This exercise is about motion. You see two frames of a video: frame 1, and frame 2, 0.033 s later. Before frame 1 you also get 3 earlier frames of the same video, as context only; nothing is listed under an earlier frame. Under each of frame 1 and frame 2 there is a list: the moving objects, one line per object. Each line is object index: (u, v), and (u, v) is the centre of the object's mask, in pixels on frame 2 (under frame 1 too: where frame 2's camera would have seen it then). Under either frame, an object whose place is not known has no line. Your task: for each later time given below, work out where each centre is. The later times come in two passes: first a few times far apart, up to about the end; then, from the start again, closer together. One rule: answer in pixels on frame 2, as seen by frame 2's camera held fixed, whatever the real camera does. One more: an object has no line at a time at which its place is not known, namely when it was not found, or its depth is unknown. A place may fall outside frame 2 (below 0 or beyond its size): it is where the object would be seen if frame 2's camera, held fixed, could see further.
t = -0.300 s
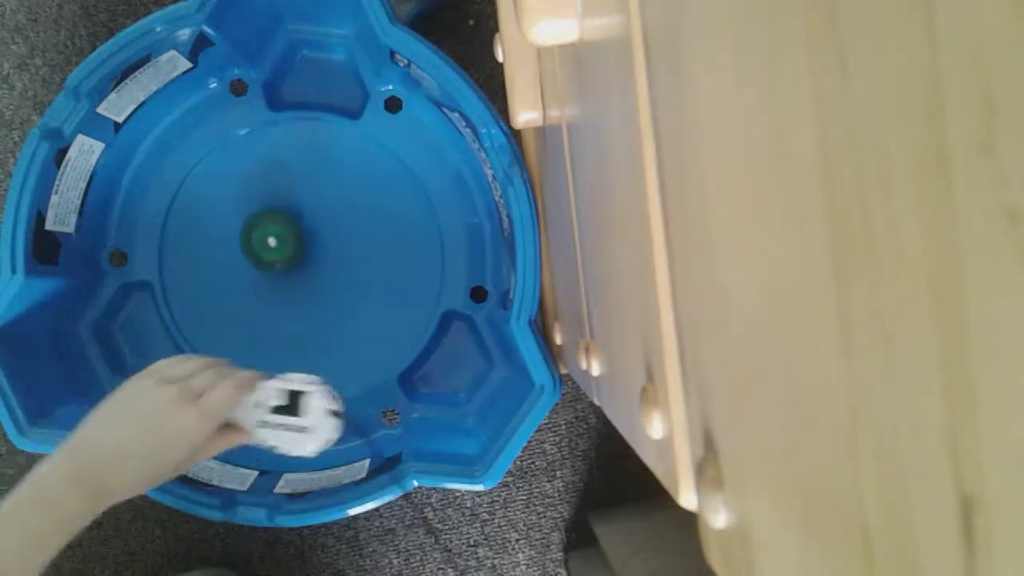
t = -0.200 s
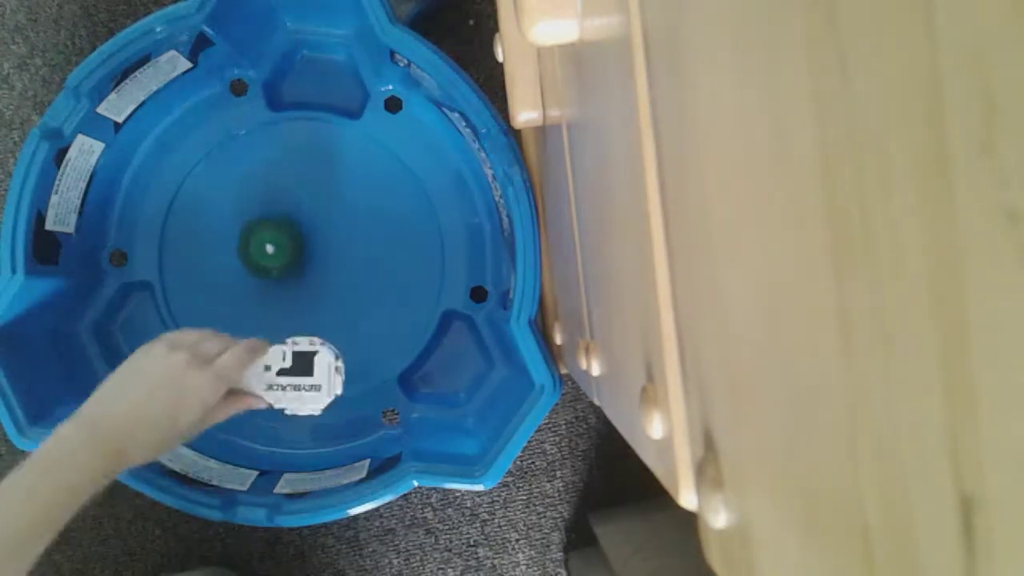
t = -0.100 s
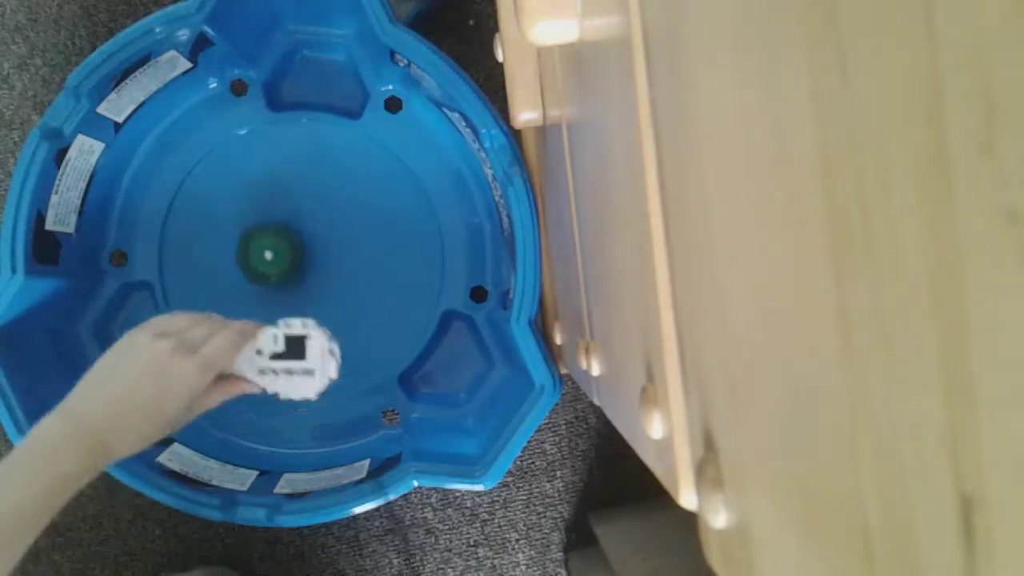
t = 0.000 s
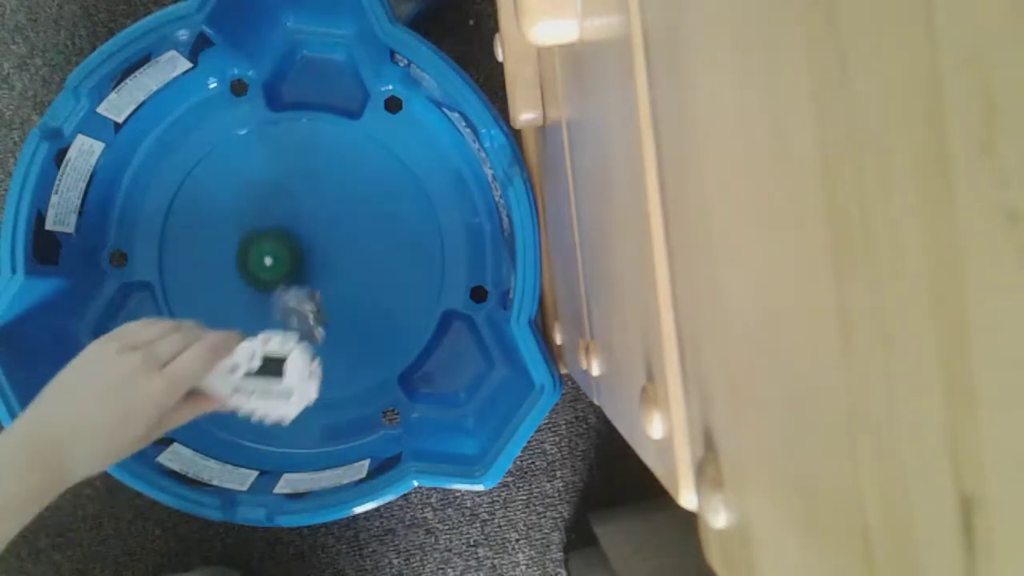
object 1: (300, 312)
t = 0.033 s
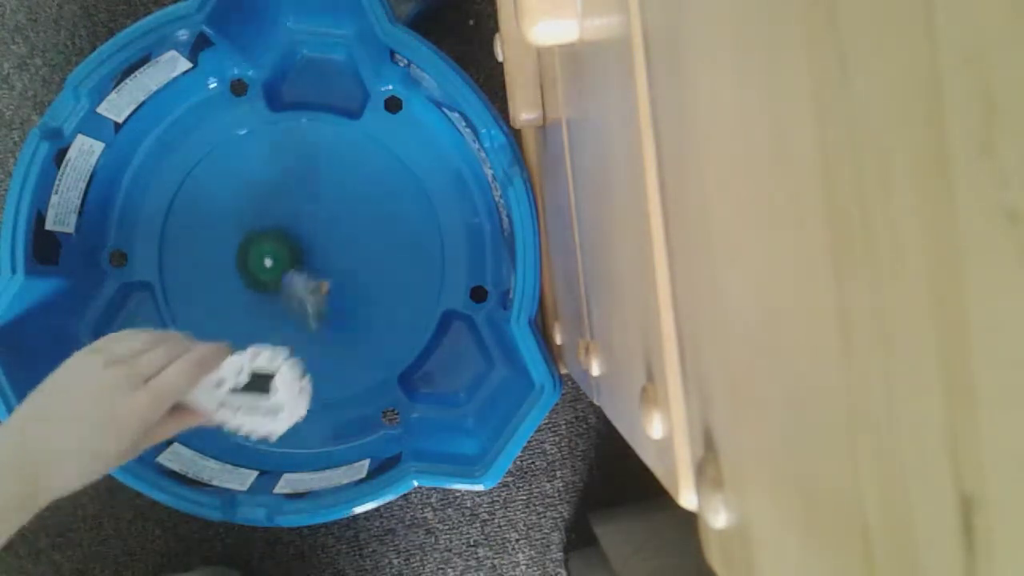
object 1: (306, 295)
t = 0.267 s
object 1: (396, 269)
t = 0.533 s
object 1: (353, 237)
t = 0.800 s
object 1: (343, 246)
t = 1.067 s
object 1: (345, 245)
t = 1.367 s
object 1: (345, 246)
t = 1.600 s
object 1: (346, 246)
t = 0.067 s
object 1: (328, 290)
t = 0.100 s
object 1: (347, 290)
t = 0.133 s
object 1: (363, 291)
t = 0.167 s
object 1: (376, 291)
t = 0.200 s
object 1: (386, 285)
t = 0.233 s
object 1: (393, 277)
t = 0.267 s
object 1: (396, 269)
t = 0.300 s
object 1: (396, 260)
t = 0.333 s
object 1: (394, 252)
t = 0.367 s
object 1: (388, 248)
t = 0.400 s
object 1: (382, 245)
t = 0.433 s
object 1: (376, 242)
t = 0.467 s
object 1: (369, 239)
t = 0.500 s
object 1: (361, 237)
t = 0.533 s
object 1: (353, 237)
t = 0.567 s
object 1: (348, 239)
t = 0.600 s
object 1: (348, 240)
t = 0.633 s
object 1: (347, 244)
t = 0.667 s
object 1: (343, 248)
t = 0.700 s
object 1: (343, 246)
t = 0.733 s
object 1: (343, 246)
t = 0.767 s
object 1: (342, 246)
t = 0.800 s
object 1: (343, 246)
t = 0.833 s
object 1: (343, 246)
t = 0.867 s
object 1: (343, 246)
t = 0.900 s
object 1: (344, 246)
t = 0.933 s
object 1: (345, 245)
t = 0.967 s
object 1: (345, 245)
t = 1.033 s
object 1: (345, 245)
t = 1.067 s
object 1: (345, 245)
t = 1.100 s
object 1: (345, 245)
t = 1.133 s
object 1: (345, 245)
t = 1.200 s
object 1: (345, 245)
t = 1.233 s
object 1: (345, 245)
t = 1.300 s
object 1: (345, 245)
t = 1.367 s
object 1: (345, 246)
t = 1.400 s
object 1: (345, 246)
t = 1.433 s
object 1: (345, 246)
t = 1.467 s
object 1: (345, 246)
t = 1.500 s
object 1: (346, 246)
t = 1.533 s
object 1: (346, 246)
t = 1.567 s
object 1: (346, 246)
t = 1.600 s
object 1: (346, 246)
